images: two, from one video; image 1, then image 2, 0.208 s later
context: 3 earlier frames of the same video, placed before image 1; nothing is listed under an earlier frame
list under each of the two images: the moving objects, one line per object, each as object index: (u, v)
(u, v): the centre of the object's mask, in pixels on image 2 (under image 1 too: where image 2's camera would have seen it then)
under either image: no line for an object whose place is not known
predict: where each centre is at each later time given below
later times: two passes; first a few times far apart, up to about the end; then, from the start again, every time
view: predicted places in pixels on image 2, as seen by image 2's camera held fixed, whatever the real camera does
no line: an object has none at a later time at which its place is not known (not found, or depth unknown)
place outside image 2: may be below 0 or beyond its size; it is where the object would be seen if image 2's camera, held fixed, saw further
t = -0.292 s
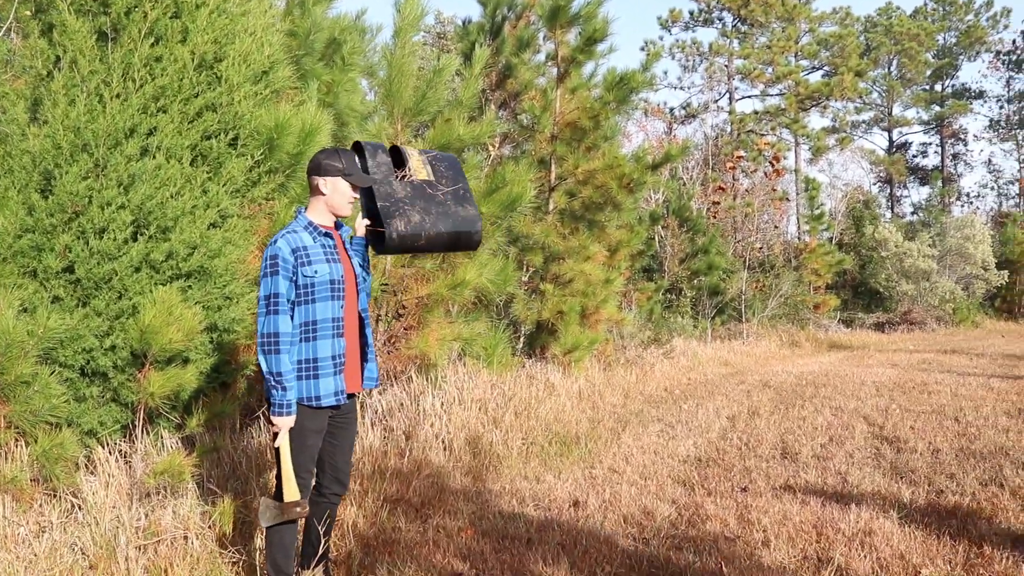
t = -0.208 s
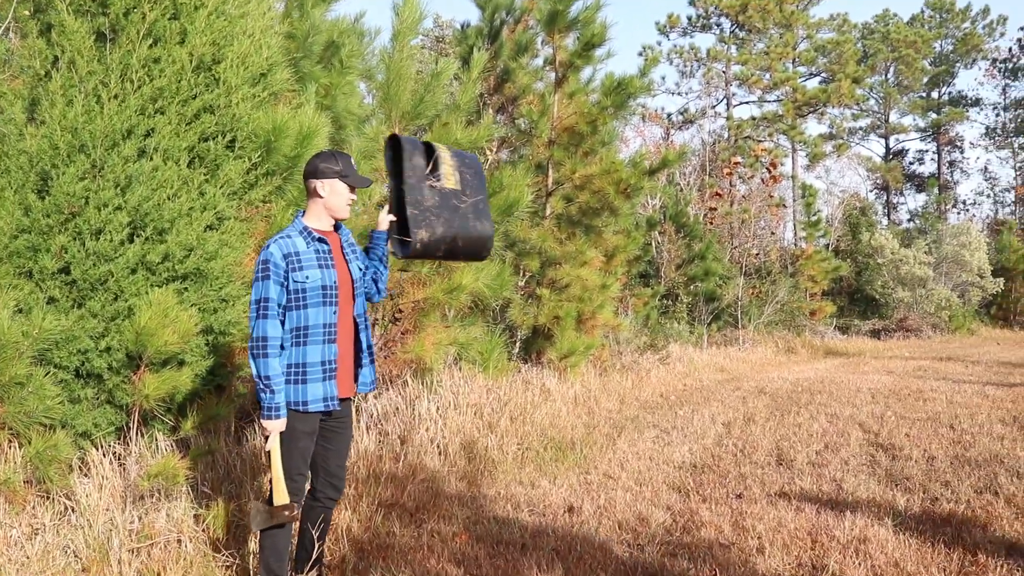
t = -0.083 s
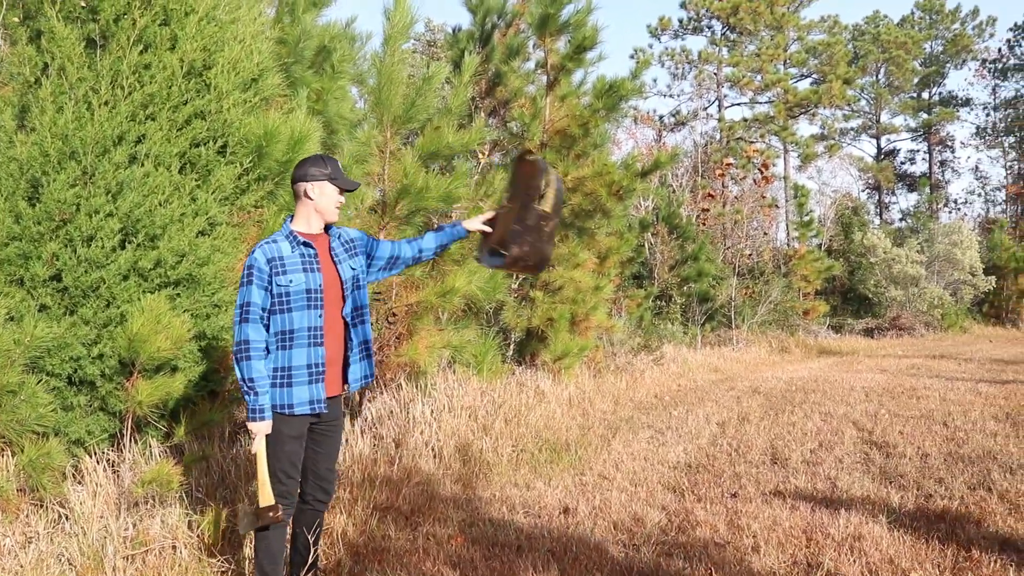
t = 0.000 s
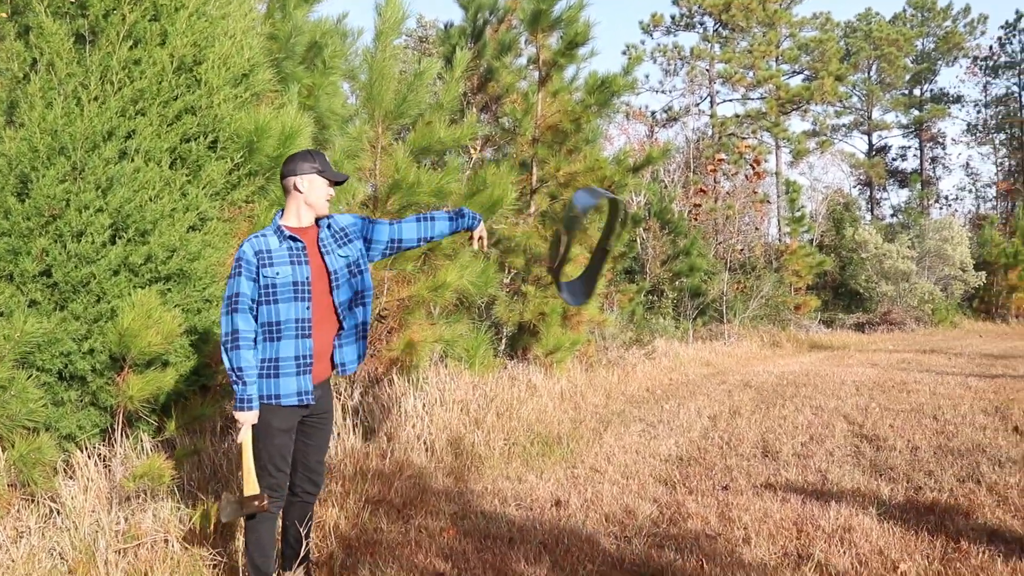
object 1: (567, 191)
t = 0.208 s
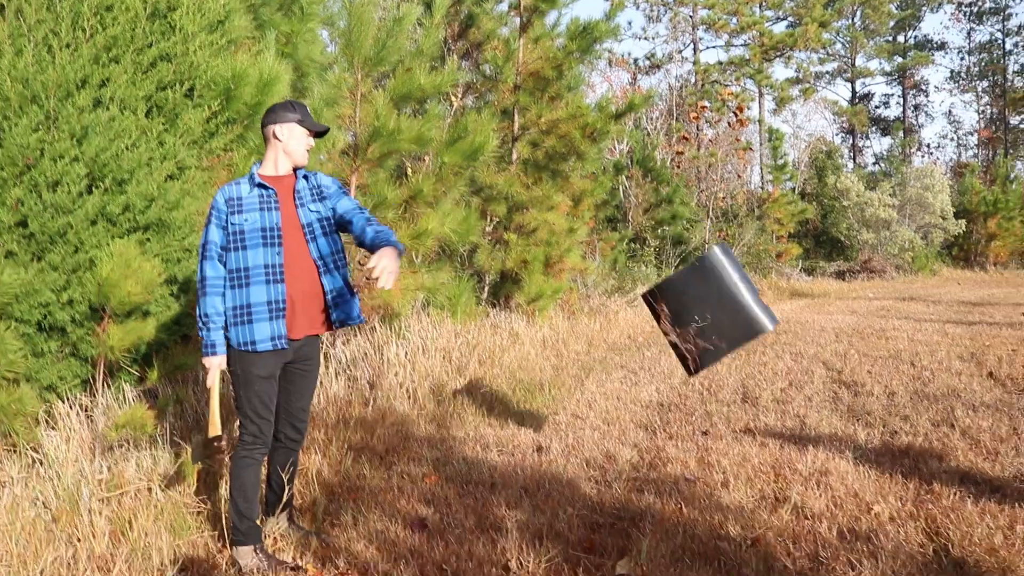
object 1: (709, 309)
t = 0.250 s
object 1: (730, 339)
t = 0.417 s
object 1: (808, 413)
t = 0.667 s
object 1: (901, 411)
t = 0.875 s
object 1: (951, 397)
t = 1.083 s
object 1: (977, 421)
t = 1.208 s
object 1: (979, 429)
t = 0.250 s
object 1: (730, 339)
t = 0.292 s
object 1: (749, 370)
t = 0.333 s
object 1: (771, 403)
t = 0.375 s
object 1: (789, 417)
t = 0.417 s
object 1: (808, 413)
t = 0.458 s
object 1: (823, 409)
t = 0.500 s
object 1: (839, 404)
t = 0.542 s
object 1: (855, 400)
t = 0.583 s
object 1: (875, 403)
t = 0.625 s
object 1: (889, 405)
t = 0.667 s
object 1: (901, 411)
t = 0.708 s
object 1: (914, 414)
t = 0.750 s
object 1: (923, 412)
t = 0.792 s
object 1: (932, 407)
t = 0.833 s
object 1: (943, 402)
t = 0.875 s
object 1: (951, 397)
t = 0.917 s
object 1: (963, 399)
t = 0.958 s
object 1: (967, 402)
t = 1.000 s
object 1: (970, 407)
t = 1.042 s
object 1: (973, 415)
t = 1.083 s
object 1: (977, 421)
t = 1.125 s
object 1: (978, 427)
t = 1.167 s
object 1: (978, 433)
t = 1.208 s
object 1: (979, 429)
